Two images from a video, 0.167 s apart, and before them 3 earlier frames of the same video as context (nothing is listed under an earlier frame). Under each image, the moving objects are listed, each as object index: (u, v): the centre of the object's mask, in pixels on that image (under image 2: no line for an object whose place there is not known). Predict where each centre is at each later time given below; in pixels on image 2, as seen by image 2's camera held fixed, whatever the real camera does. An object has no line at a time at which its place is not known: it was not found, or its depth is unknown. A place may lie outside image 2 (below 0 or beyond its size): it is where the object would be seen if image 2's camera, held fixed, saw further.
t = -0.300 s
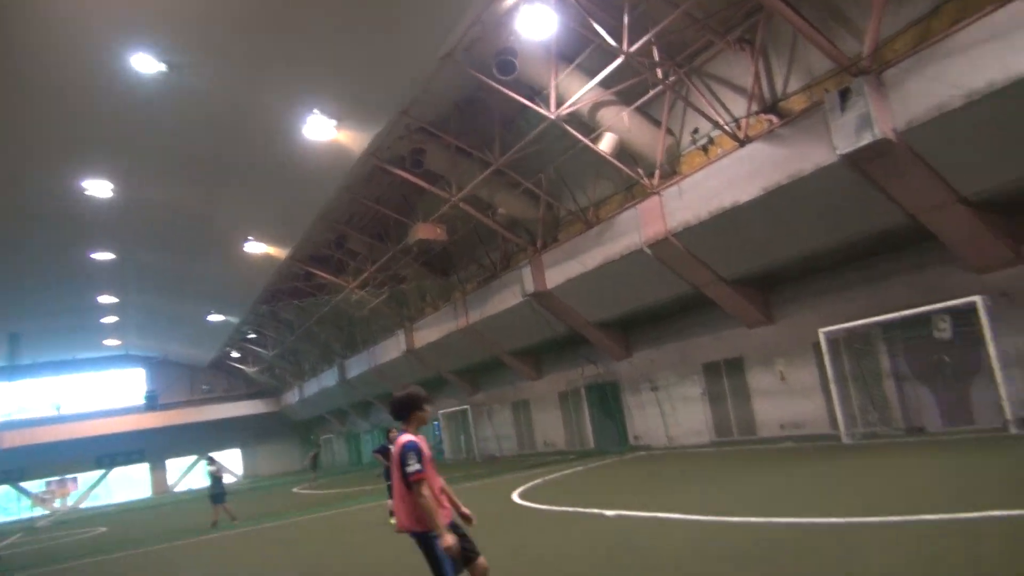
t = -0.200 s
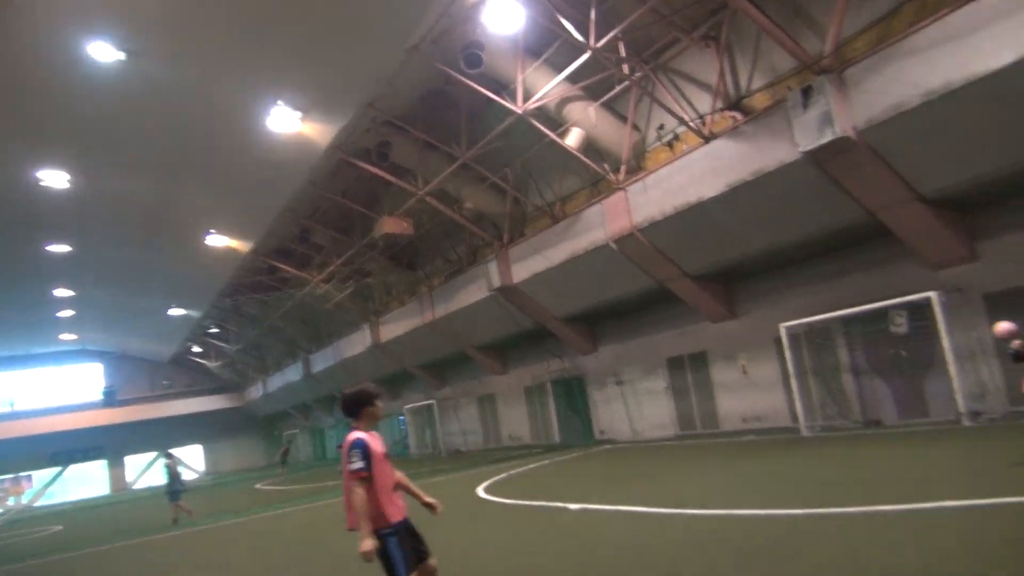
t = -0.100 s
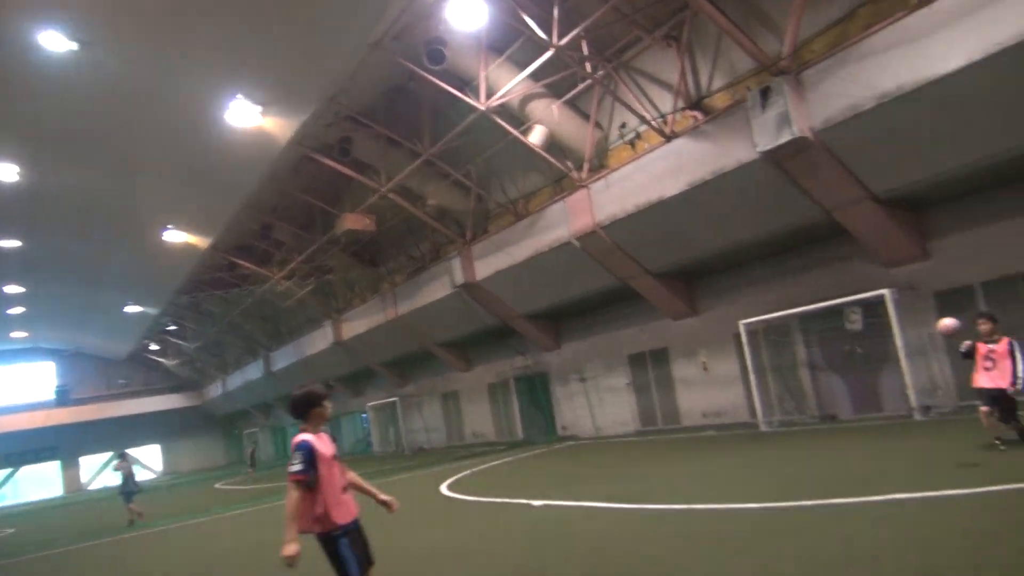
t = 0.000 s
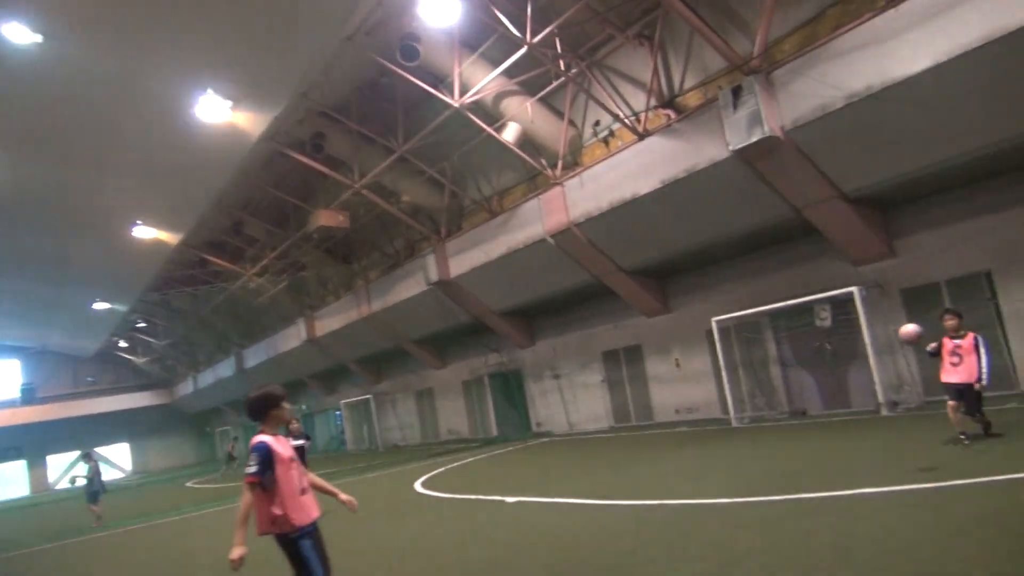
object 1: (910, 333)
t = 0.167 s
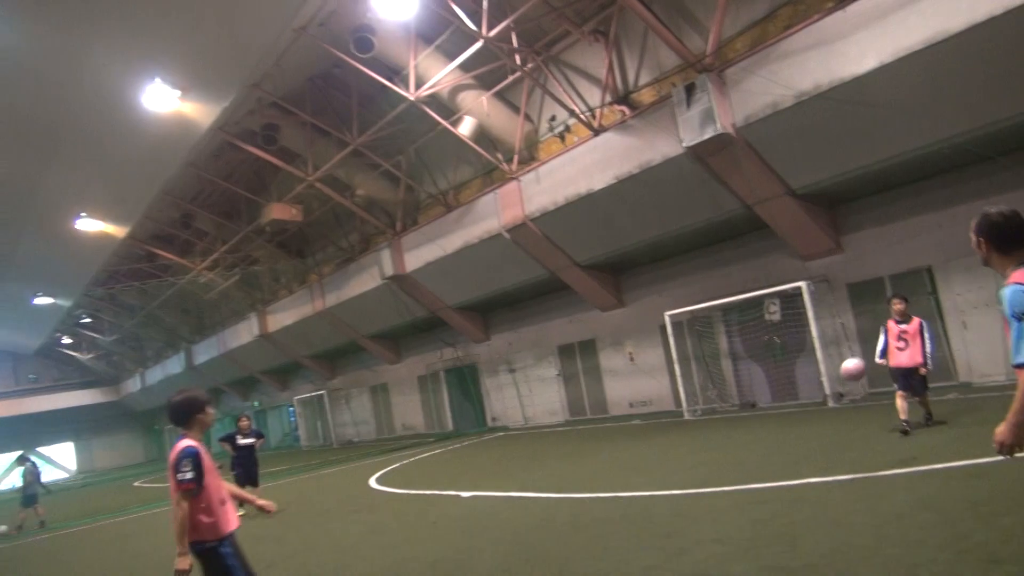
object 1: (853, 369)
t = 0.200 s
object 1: (854, 383)
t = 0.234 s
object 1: (855, 396)
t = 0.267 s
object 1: (859, 413)
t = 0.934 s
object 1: (863, 498)
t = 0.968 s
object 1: (860, 498)
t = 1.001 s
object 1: (857, 500)
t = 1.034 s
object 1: (854, 503)
